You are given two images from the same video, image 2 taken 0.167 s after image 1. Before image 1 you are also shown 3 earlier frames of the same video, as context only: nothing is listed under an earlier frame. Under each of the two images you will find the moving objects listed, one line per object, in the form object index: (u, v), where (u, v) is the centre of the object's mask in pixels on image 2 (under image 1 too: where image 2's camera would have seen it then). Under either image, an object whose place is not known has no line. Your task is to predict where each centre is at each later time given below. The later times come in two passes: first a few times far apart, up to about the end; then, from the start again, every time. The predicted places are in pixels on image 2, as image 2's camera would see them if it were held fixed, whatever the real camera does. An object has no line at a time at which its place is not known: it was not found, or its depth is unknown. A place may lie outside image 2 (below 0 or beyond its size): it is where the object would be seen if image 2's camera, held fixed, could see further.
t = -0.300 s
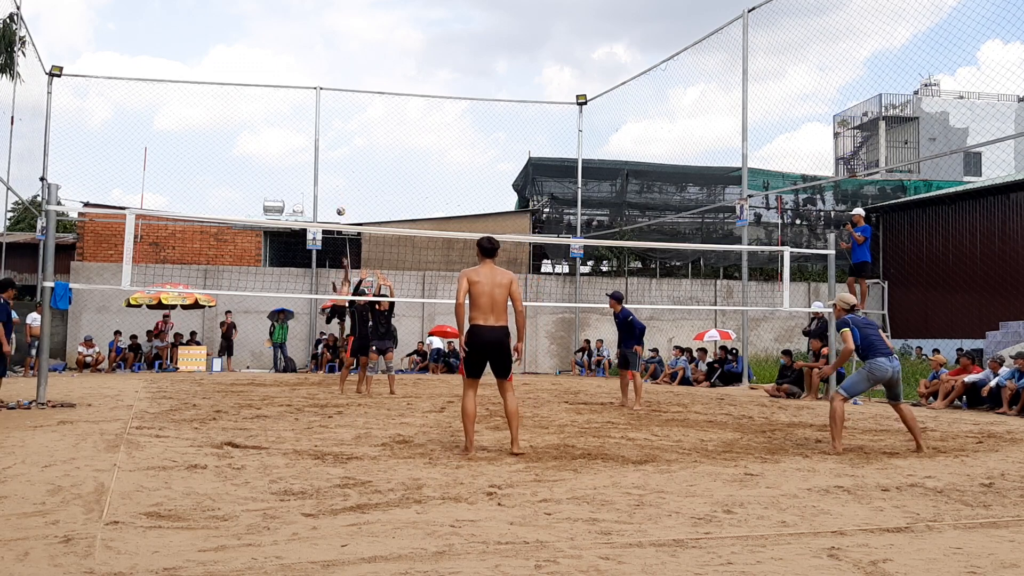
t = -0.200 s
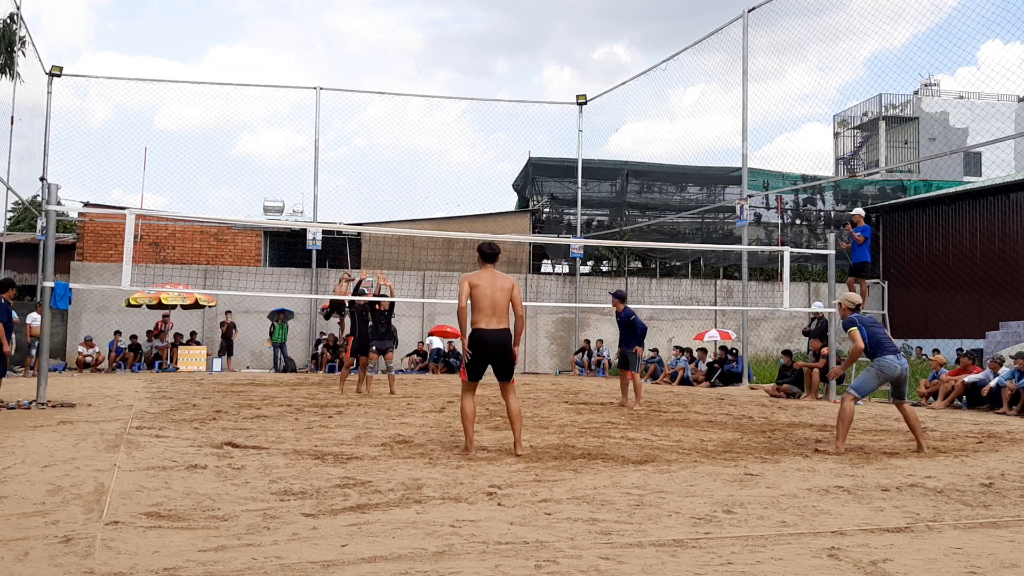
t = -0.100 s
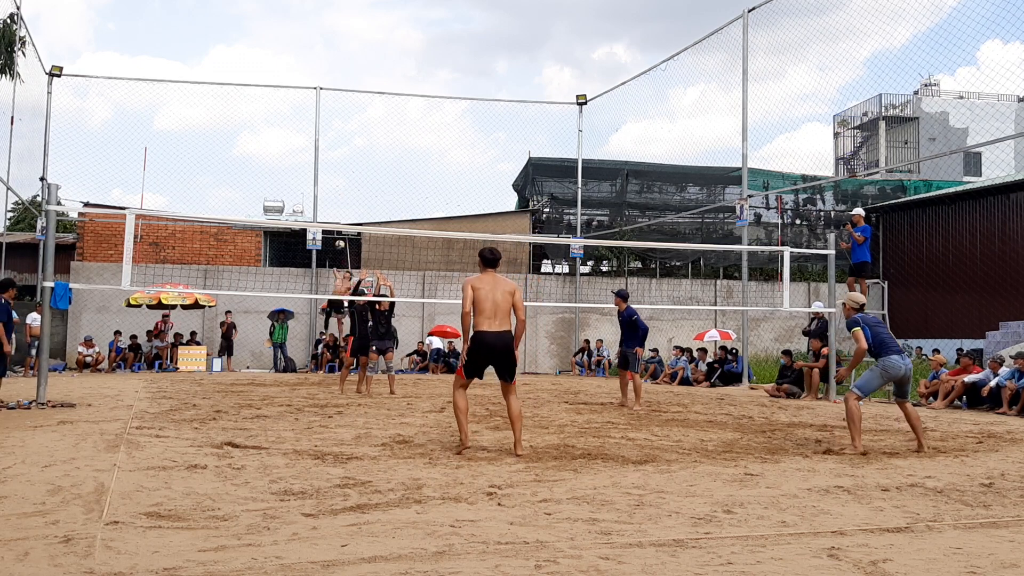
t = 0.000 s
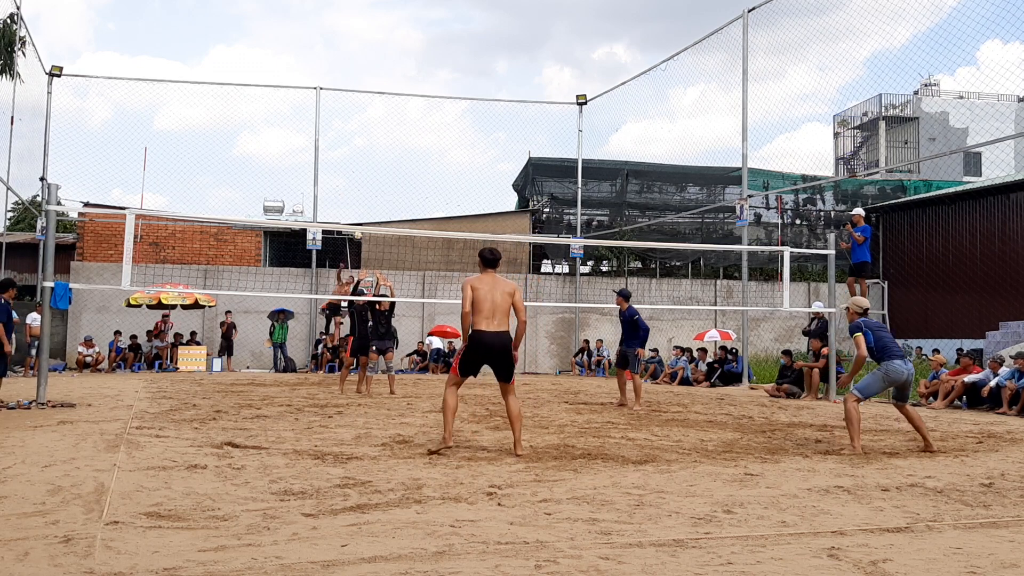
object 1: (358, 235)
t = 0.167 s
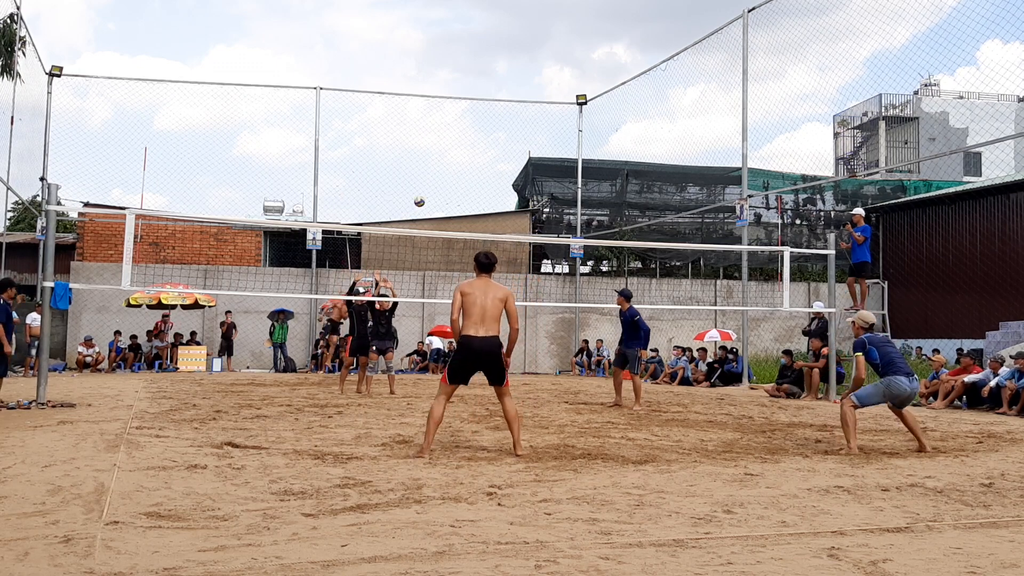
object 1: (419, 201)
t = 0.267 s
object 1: (467, 189)
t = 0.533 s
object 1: (647, 196)
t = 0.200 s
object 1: (434, 196)
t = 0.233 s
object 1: (450, 192)
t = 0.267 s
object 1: (467, 189)
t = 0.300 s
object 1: (484, 185)
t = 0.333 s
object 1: (504, 184)
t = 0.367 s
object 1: (524, 182)
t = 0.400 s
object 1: (546, 183)
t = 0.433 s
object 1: (569, 183)
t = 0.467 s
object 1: (593, 186)
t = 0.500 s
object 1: (619, 190)
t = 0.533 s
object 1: (647, 196)
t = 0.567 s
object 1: (677, 203)
